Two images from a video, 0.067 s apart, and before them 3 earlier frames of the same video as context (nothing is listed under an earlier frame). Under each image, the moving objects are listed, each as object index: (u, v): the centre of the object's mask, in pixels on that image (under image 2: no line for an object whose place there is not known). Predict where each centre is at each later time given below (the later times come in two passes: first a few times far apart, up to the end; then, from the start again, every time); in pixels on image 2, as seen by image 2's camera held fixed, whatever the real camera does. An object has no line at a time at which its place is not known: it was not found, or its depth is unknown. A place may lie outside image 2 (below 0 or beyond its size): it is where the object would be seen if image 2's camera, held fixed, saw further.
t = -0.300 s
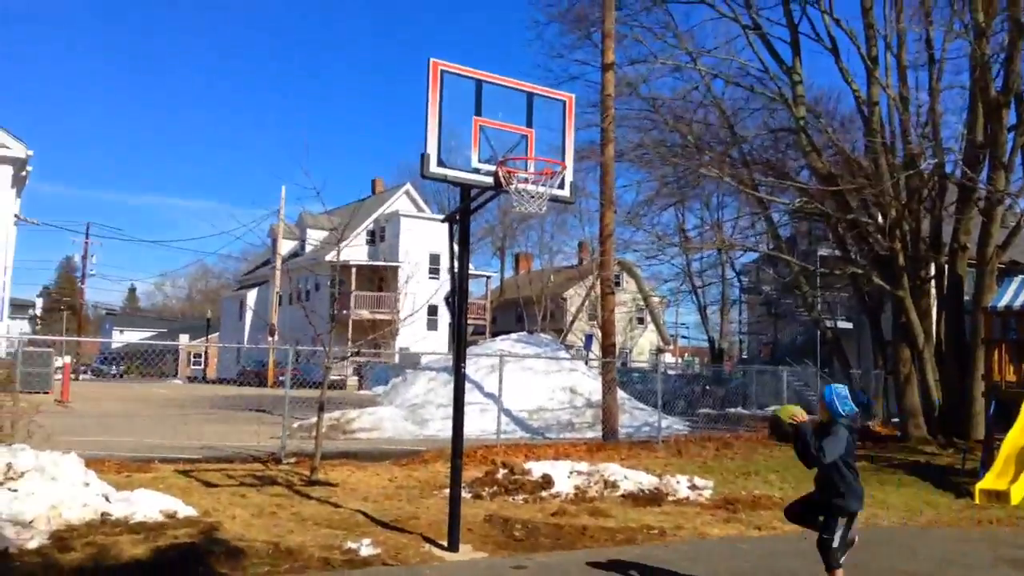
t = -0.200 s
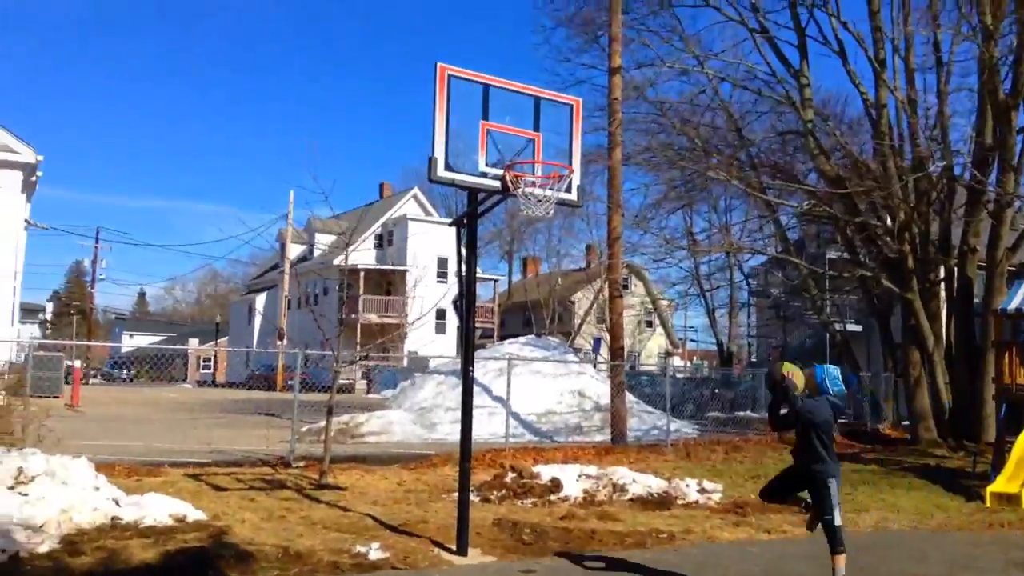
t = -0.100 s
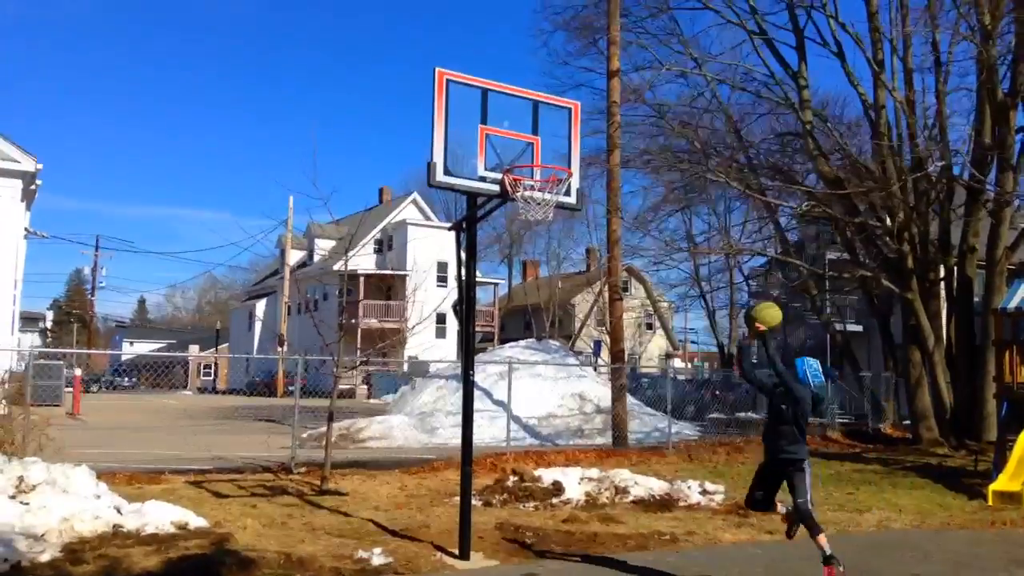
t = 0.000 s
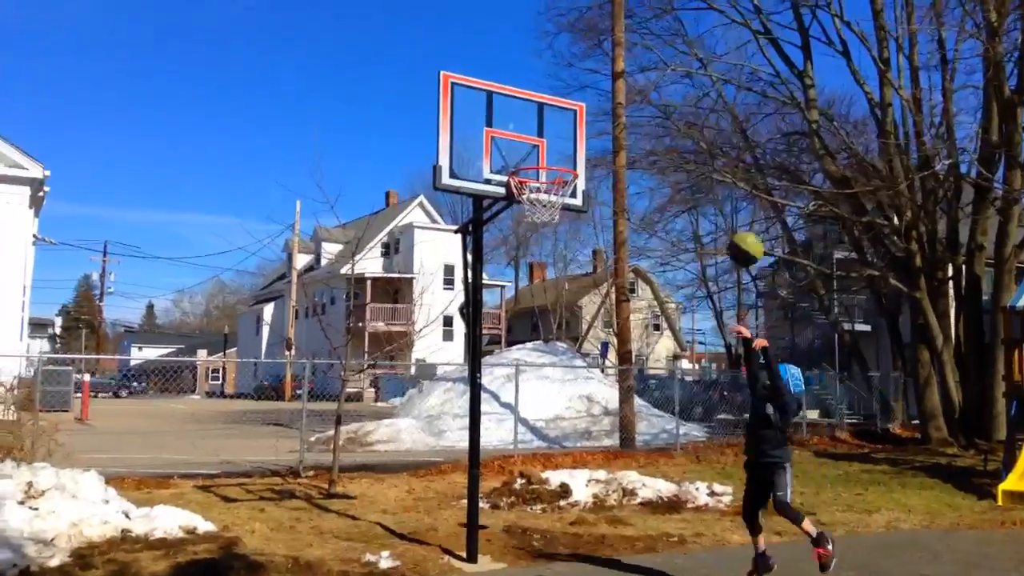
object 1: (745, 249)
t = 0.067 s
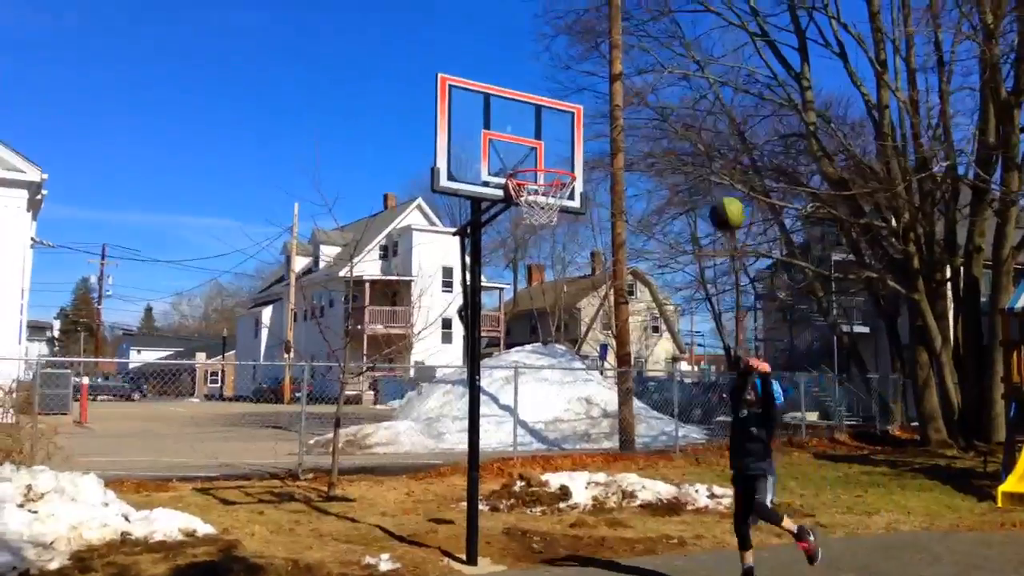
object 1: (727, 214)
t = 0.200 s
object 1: (698, 163)
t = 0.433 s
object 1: (647, 134)
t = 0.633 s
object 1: (609, 164)
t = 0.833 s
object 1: (597, 211)
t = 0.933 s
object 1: (605, 250)
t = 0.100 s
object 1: (720, 197)
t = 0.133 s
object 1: (713, 185)
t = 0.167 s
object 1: (705, 173)
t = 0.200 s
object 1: (698, 163)
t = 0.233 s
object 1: (689, 154)
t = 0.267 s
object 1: (682, 146)
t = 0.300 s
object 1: (676, 141)
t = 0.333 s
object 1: (668, 137)
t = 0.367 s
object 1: (661, 135)
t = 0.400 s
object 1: (654, 133)
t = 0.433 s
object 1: (647, 134)
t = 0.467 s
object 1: (641, 134)
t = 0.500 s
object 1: (635, 137)
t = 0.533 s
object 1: (628, 142)
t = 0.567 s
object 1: (621, 148)
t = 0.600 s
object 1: (614, 156)
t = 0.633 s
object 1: (609, 164)
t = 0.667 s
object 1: (601, 174)
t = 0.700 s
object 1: (596, 185)
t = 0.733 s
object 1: (593, 193)
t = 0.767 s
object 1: (592, 199)
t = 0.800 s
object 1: (594, 204)
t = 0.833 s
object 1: (597, 211)
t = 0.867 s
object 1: (602, 224)
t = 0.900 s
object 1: (605, 236)
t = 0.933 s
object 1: (605, 250)
